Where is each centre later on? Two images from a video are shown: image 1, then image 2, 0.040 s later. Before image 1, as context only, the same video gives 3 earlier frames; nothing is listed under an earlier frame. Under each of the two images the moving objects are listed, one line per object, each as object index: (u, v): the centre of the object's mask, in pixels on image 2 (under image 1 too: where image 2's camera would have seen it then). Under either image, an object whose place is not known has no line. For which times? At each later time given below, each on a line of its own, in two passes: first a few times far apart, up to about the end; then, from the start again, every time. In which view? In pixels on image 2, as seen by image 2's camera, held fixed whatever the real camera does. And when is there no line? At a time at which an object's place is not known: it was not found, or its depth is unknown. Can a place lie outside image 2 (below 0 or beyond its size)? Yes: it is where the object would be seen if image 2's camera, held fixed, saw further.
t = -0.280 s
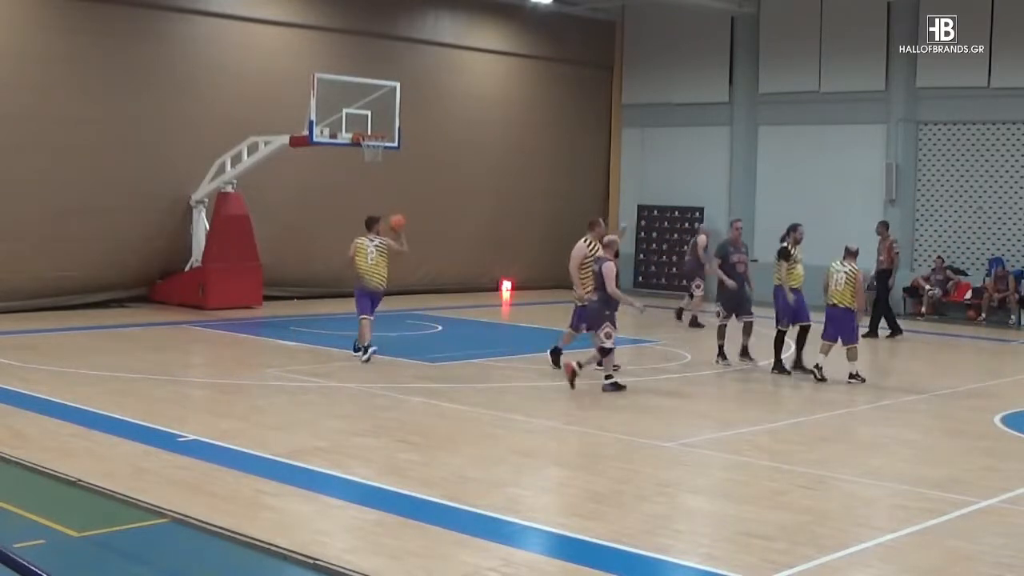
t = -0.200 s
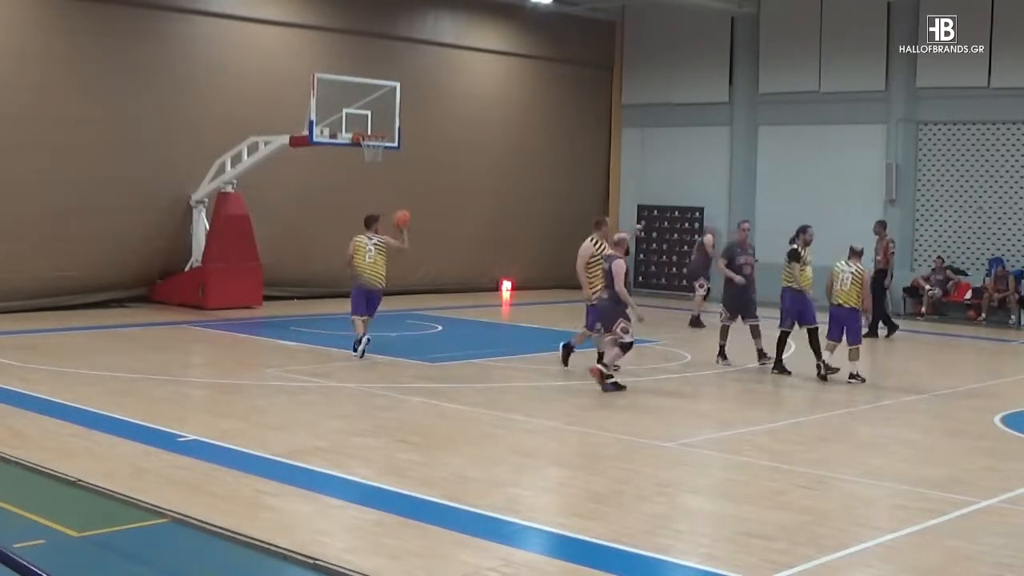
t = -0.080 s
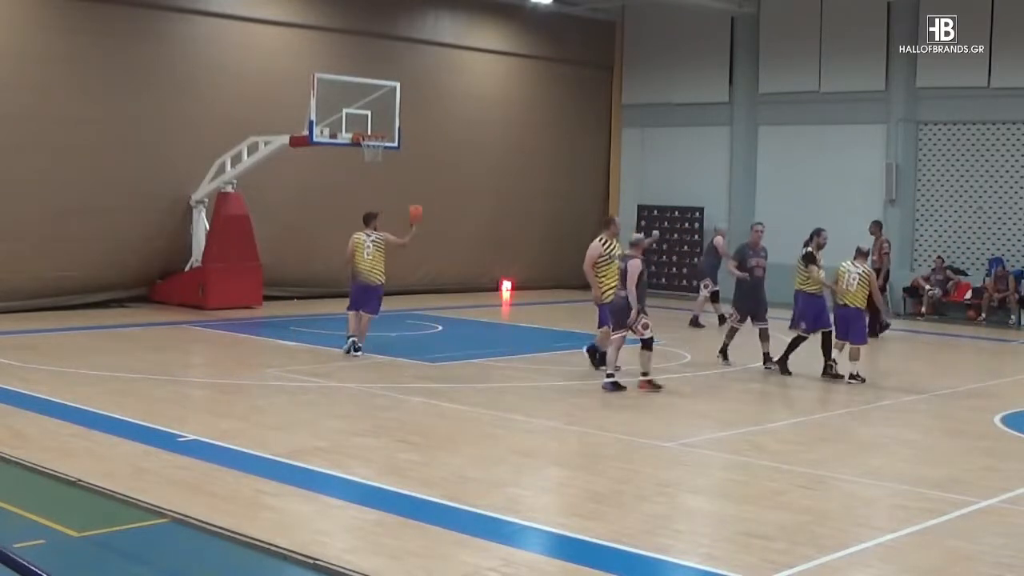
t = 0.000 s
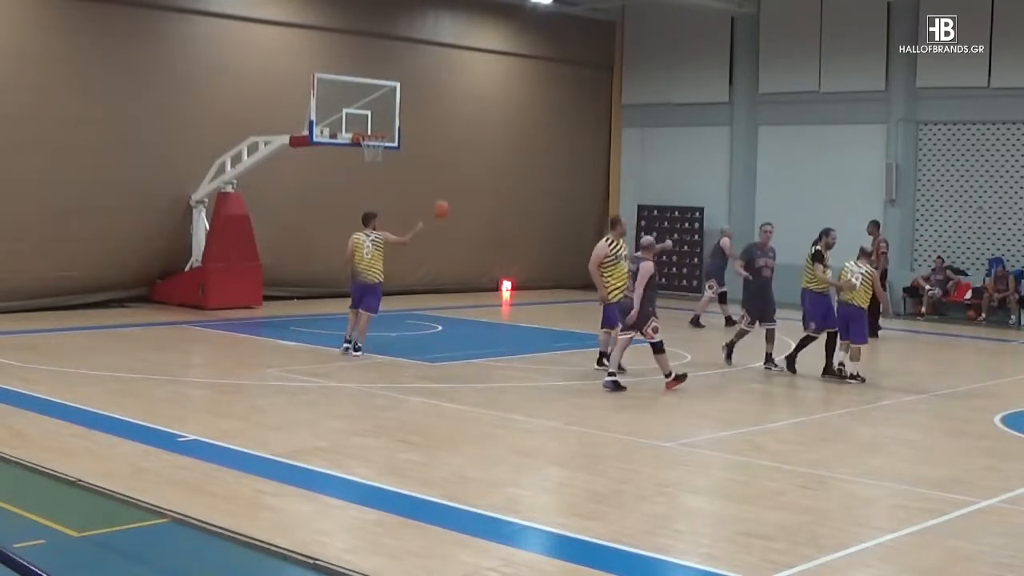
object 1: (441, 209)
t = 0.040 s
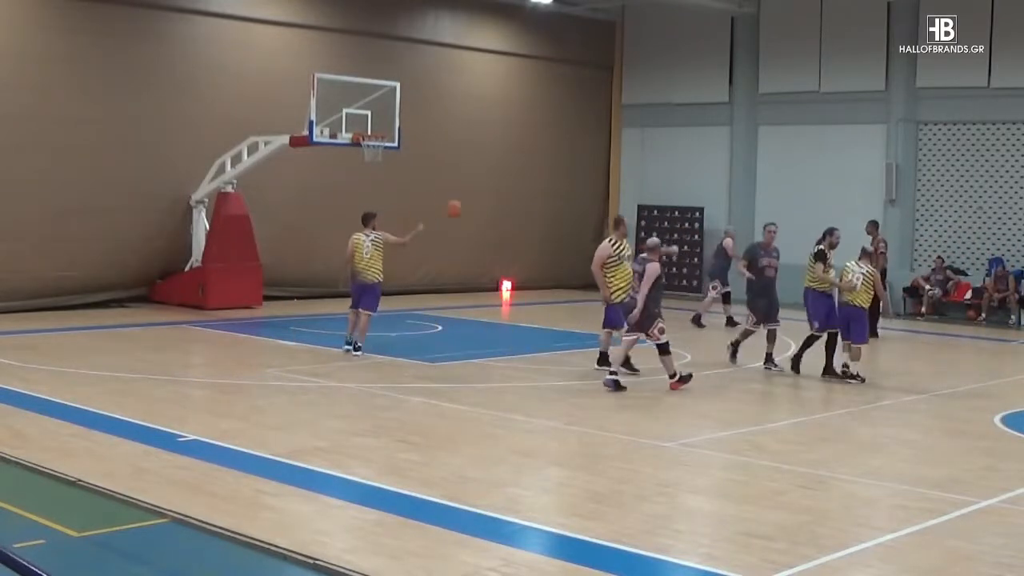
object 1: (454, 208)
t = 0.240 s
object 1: (521, 223)
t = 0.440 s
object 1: (582, 268)
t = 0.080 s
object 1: (469, 209)
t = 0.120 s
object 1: (482, 212)
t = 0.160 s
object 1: (495, 214)
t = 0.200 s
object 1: (507, 219)
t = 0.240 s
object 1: (521, 223)
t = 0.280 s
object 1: (534, 232)
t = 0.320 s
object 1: (546, 239)
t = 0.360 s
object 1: (559, 248)
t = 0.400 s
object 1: (571, 257)
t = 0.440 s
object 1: (582, 268)
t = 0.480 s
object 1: (593, 280)
